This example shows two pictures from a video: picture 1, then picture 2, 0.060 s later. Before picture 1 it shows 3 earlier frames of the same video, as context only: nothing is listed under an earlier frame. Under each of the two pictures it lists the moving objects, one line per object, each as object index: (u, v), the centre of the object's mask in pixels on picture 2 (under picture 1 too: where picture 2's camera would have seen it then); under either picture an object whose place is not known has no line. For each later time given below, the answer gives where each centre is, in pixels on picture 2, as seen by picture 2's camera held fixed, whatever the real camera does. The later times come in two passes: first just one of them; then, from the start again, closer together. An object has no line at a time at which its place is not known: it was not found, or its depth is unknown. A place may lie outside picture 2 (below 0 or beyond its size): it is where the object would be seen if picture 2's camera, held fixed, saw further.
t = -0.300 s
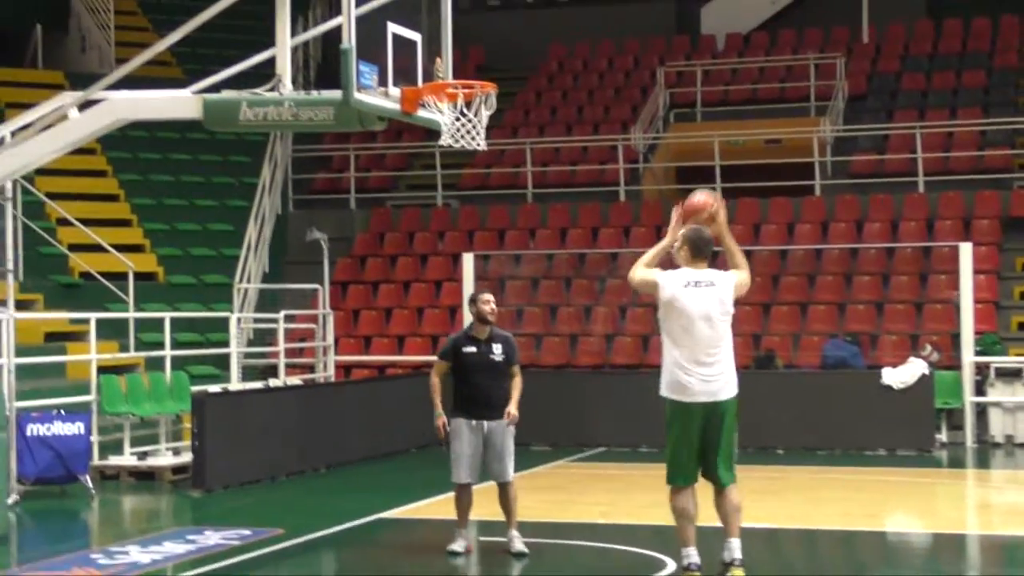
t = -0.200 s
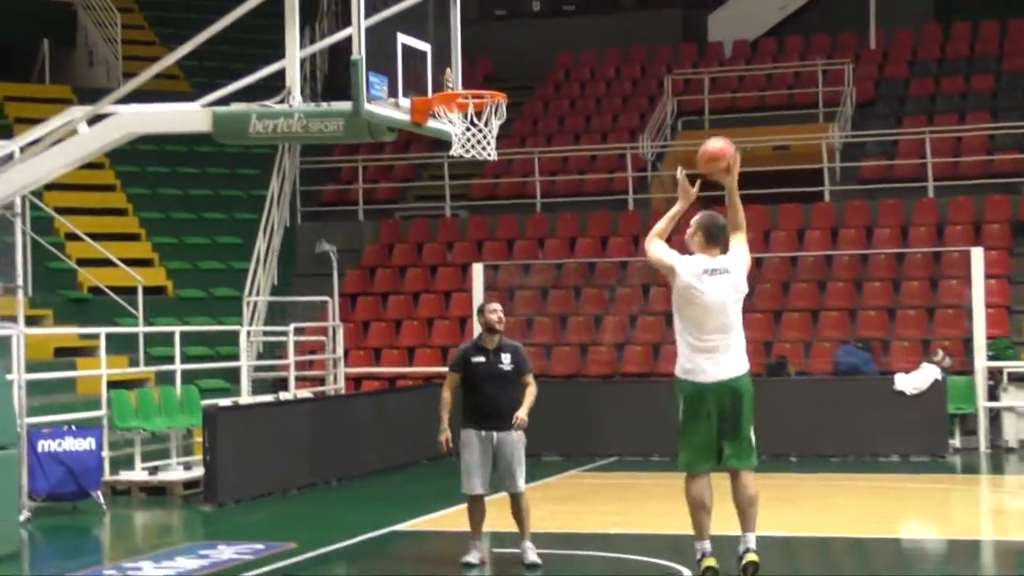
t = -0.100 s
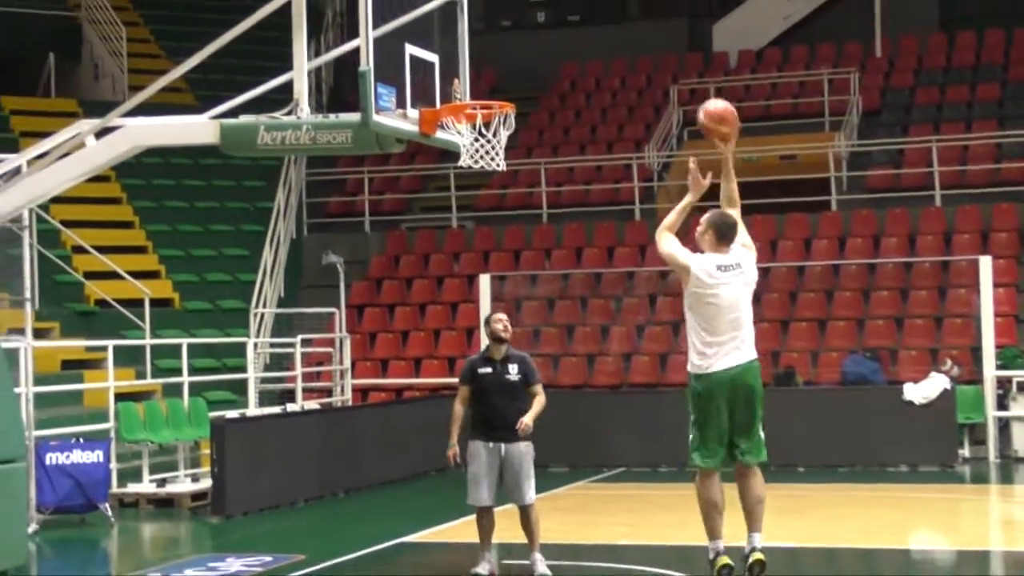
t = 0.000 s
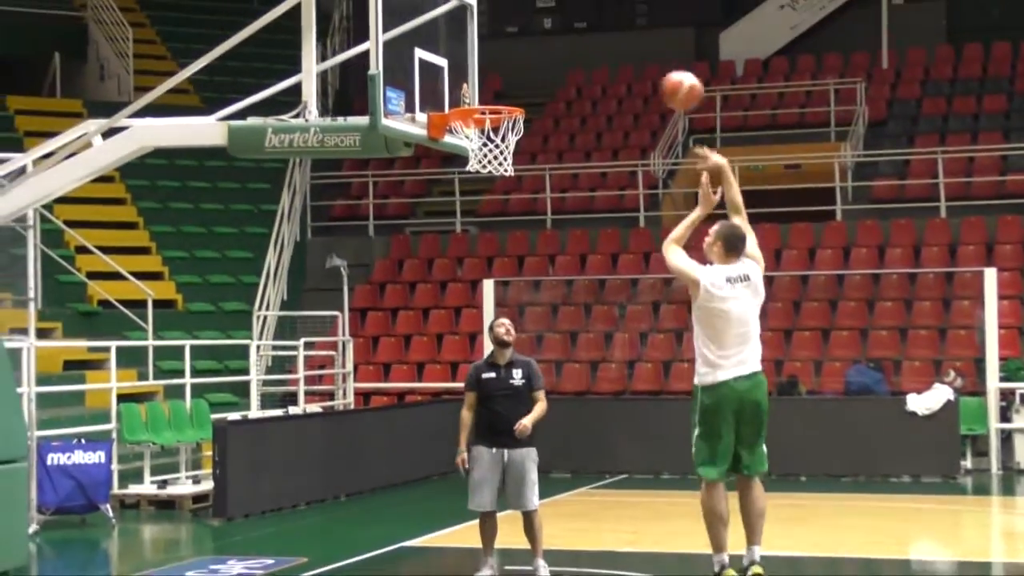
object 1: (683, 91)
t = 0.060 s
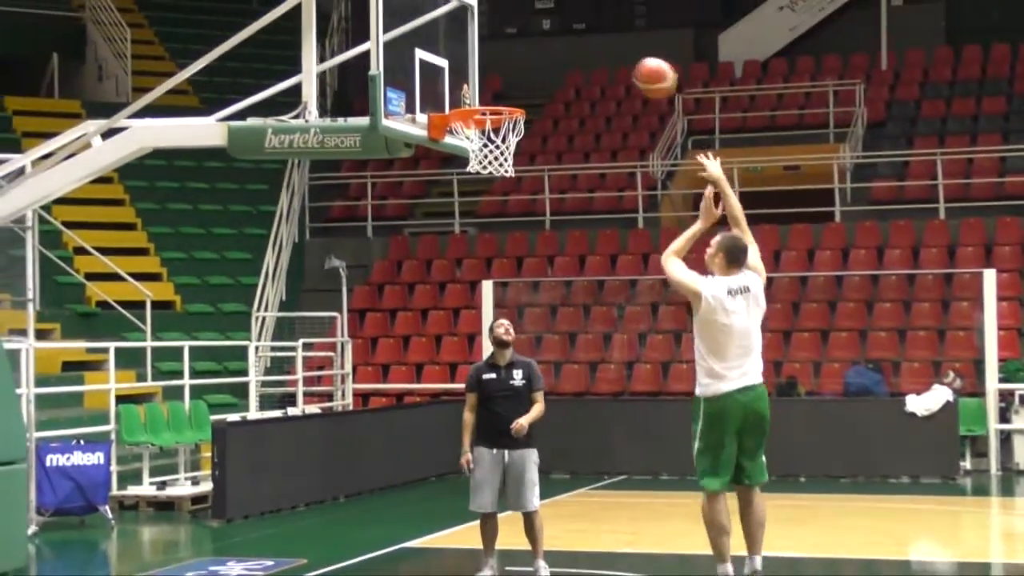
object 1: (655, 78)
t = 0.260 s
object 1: (571, 72)
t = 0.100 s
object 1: (637, 71)
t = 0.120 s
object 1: (628, 70)
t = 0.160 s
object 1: (611, 68)
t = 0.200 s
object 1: (592, 67)
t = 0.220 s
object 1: (584, 69)
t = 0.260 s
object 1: (571, 72)
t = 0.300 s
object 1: (554, 79)
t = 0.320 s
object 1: (545, 84)
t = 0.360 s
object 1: (529, 91)
